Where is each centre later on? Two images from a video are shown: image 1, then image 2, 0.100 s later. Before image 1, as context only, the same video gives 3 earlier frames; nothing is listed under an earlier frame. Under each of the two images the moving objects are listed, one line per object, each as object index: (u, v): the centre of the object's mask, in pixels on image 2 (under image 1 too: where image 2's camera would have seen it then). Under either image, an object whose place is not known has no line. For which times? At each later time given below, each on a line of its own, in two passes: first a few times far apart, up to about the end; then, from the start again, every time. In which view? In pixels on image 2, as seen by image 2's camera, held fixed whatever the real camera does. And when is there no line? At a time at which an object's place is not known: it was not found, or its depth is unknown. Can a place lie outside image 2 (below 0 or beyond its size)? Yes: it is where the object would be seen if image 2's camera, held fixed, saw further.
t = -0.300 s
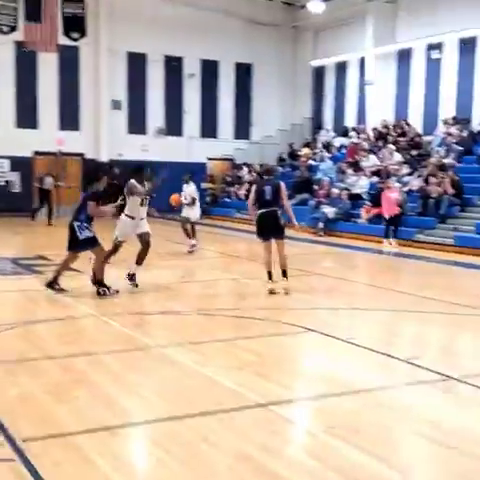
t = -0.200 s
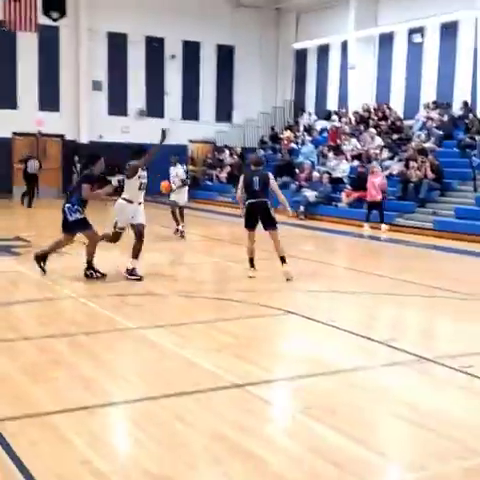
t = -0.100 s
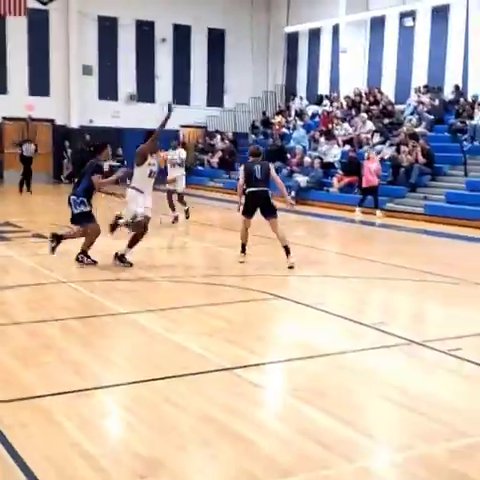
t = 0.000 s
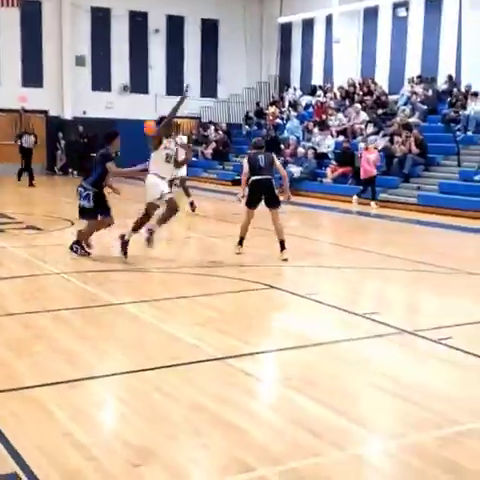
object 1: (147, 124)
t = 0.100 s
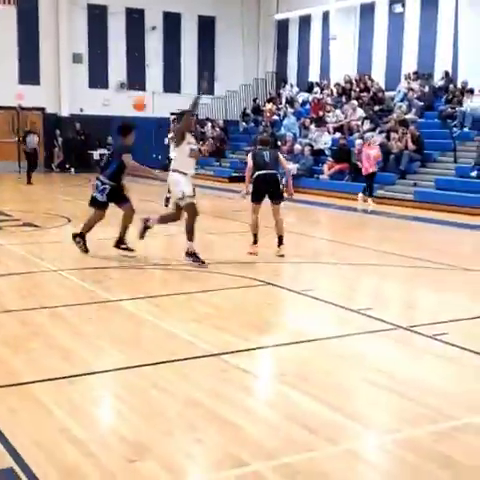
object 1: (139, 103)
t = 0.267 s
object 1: (123, 73)
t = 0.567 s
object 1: (79, 32)
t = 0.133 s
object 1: (136, 96)
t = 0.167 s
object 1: (133, 90)
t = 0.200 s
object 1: (129, 83)
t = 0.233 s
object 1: (126, 79)
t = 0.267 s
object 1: (123, 73)
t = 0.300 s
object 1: (117, 66)
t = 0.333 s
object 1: (114, 60)
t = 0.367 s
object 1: (110, 55)
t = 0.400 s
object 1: (105, 50)
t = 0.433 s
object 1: (102, 45)
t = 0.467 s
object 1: (96, 41)
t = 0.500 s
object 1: (92, 37)
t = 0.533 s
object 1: (86, 35)
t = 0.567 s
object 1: (79, 32)
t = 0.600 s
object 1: (73, 30)
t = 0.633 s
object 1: (64, 30)
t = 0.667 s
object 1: (55, 29)
